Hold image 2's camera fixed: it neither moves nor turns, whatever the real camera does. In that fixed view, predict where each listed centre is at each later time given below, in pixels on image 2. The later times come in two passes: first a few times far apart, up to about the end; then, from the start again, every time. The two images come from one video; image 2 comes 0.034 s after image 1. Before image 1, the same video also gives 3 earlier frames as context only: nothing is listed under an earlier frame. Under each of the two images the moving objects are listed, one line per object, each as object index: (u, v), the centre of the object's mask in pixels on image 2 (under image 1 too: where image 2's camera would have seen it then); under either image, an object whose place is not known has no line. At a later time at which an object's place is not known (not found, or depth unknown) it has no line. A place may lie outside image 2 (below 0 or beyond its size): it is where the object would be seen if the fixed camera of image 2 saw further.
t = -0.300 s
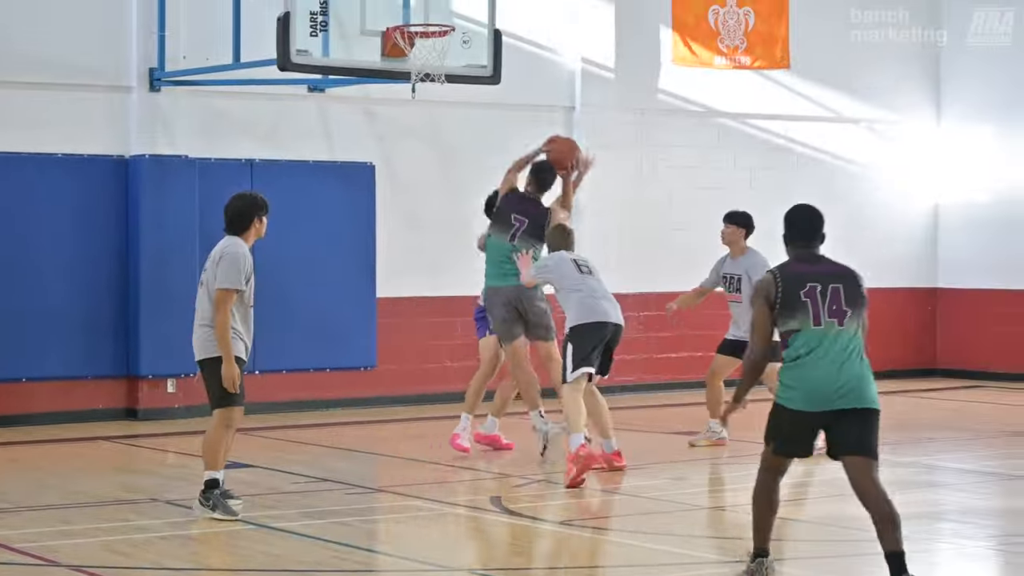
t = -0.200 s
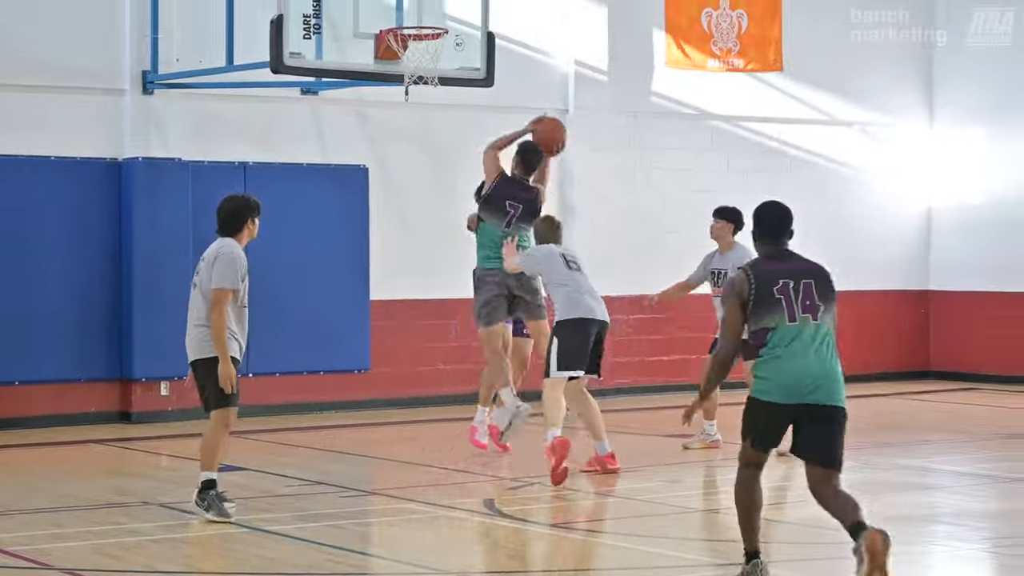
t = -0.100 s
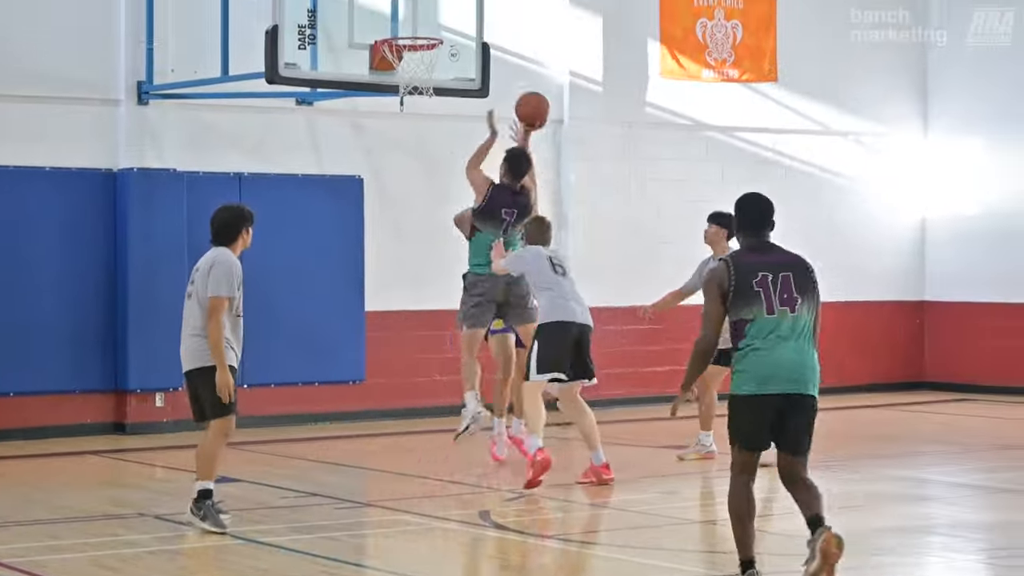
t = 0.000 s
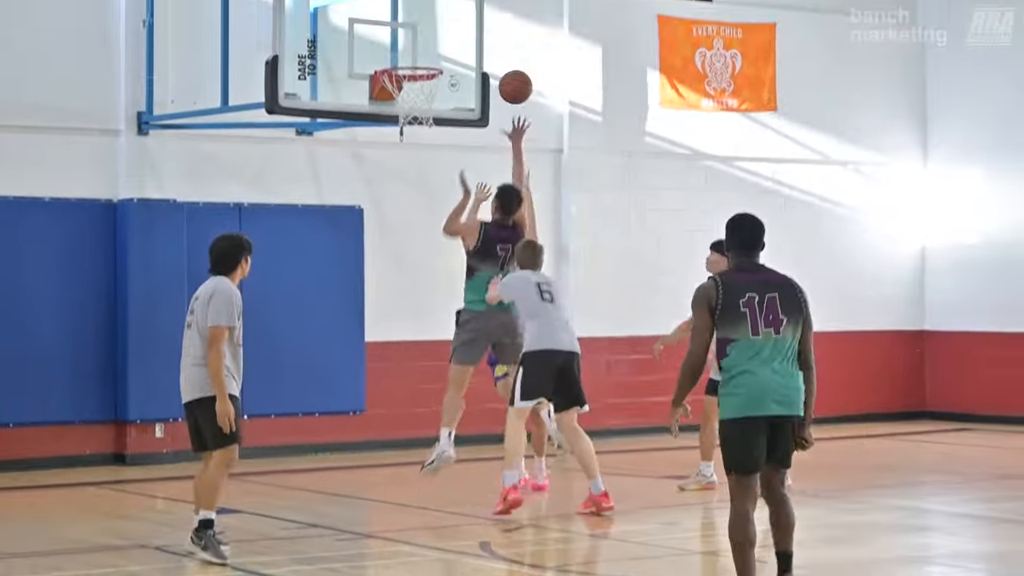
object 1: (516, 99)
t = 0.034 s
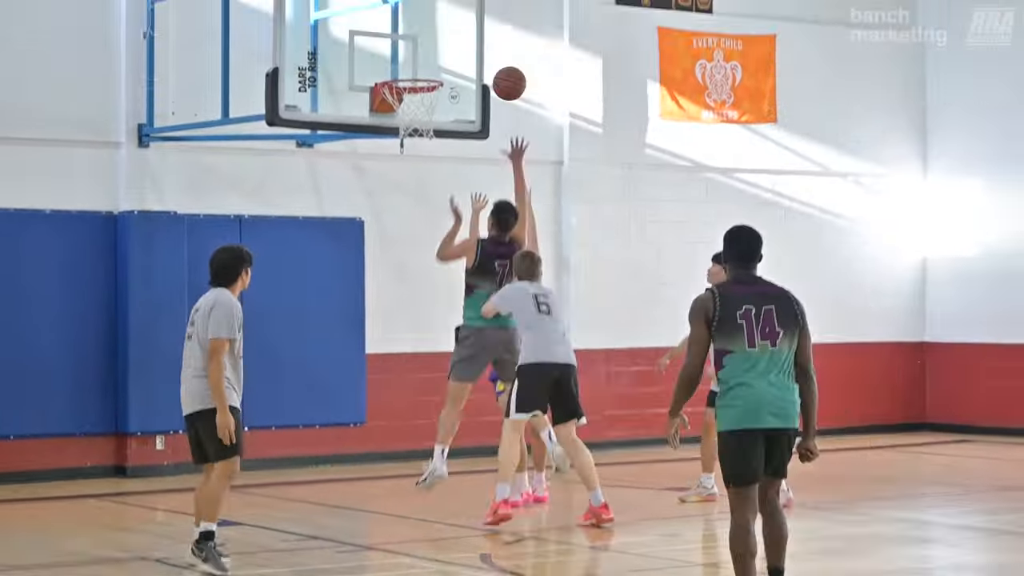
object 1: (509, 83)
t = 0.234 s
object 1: (472, 25)
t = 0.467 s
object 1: (431, 28)
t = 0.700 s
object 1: (405, 97)
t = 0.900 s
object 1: (406, 163)
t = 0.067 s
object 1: (503, 69)
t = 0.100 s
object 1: (496, 57)
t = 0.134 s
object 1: (491, 47)
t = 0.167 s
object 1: (484, 38)
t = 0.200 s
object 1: (478, 31)
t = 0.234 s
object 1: (472, 25)
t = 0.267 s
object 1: (467, 21)
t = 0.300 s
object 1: (461, 19)
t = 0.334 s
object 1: (455, 18)
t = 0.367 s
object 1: (448, 18)
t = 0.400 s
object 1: (443, 20)
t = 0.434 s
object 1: (437, 23)
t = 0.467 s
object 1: (431, 28)
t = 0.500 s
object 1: (425, 34)
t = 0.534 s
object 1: (420, 42)
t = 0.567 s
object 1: (414, 52)
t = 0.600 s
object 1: (409, 63)
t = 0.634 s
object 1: (403, 71)
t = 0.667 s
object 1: (399, 76)
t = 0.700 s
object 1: (405, 97)
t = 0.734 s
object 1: (401, 106)
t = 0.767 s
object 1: (401, 117)
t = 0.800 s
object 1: (403, 130)
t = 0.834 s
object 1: (403, 138)
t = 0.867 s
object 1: (405, 150)
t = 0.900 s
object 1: (406, 163)
